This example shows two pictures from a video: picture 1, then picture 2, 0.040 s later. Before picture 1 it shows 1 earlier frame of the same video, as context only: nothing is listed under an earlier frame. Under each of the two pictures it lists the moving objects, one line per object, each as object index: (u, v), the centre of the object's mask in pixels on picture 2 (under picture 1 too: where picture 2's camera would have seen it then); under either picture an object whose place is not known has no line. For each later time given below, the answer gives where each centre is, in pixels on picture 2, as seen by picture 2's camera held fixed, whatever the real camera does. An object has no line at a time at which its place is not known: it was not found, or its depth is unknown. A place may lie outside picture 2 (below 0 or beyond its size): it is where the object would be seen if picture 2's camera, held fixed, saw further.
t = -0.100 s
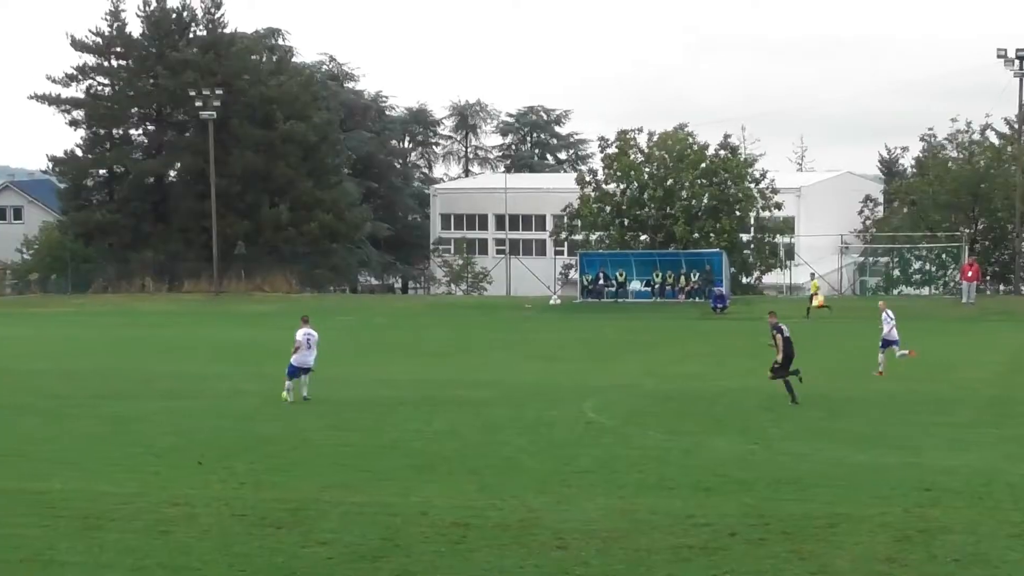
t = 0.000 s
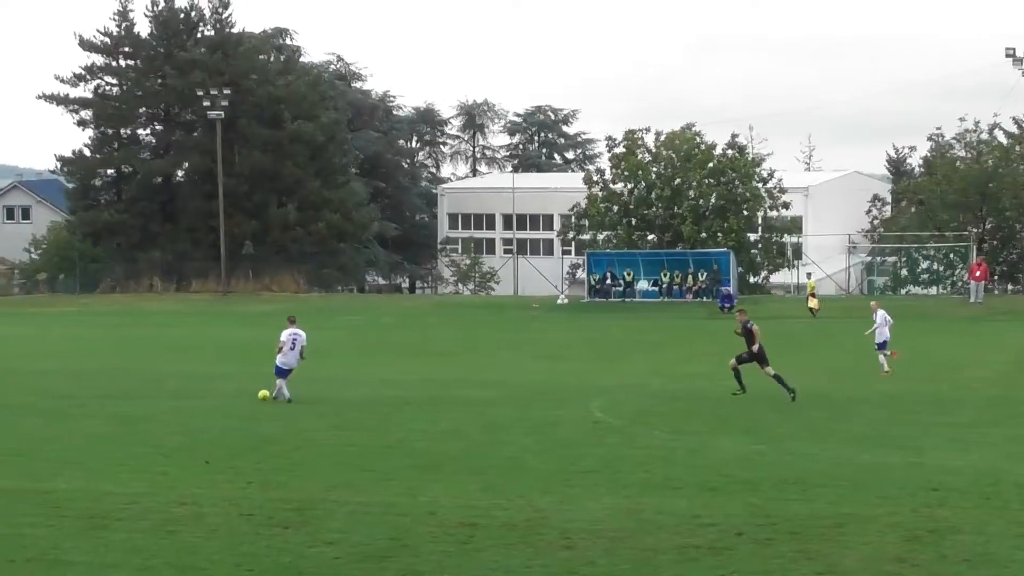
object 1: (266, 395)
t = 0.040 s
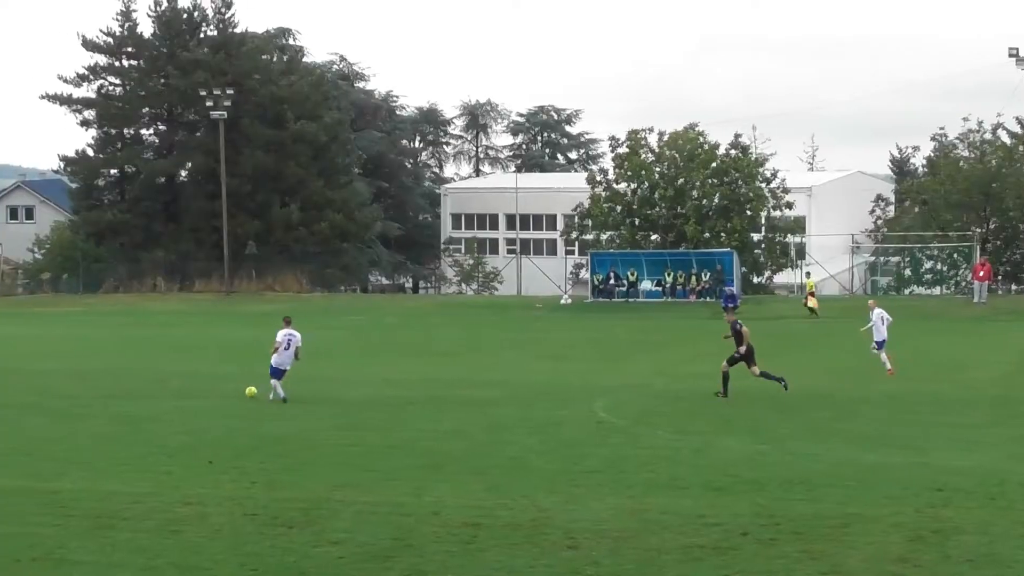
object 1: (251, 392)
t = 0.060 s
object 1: (243, 391)
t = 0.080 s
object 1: (235, 390)
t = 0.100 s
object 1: (227, 389)
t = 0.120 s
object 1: (220, 388)
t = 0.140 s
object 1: (212, 388)
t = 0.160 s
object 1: (205, 388)
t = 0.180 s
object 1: (198, 388)
